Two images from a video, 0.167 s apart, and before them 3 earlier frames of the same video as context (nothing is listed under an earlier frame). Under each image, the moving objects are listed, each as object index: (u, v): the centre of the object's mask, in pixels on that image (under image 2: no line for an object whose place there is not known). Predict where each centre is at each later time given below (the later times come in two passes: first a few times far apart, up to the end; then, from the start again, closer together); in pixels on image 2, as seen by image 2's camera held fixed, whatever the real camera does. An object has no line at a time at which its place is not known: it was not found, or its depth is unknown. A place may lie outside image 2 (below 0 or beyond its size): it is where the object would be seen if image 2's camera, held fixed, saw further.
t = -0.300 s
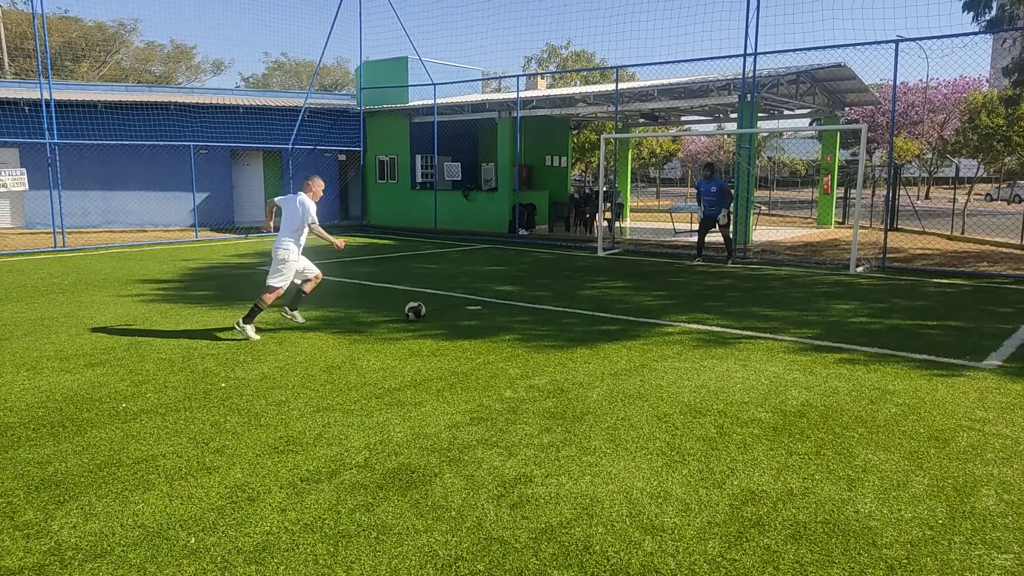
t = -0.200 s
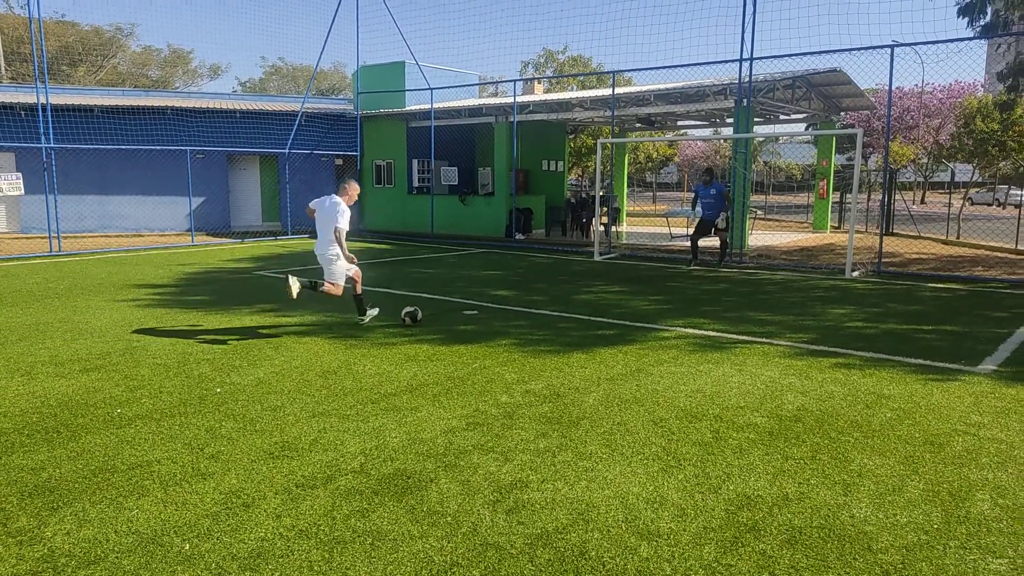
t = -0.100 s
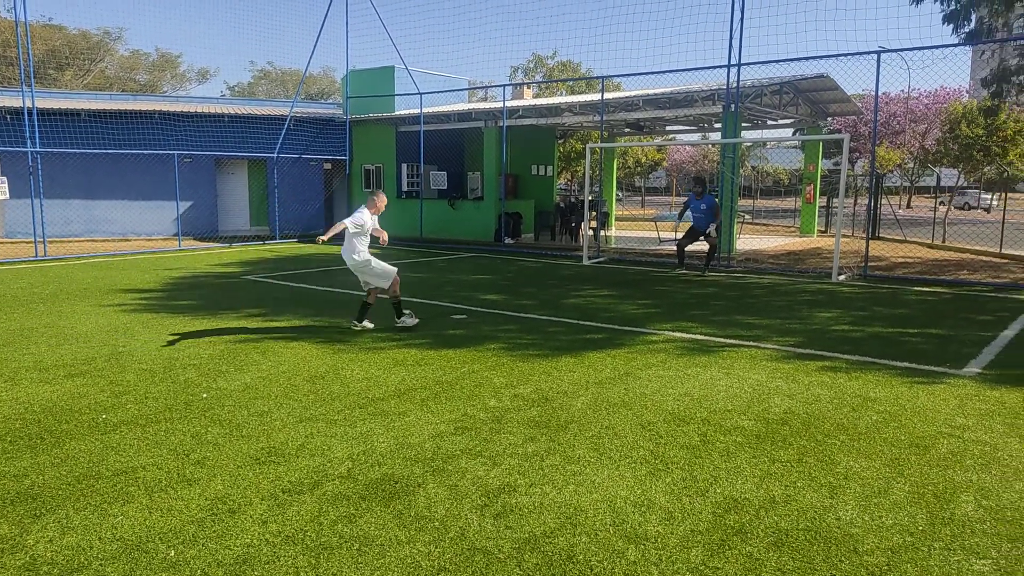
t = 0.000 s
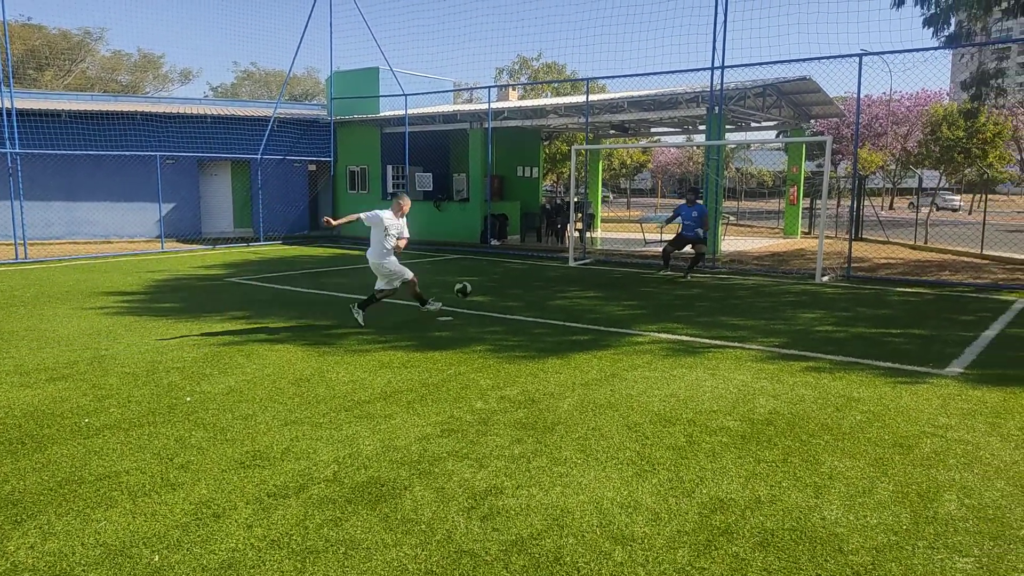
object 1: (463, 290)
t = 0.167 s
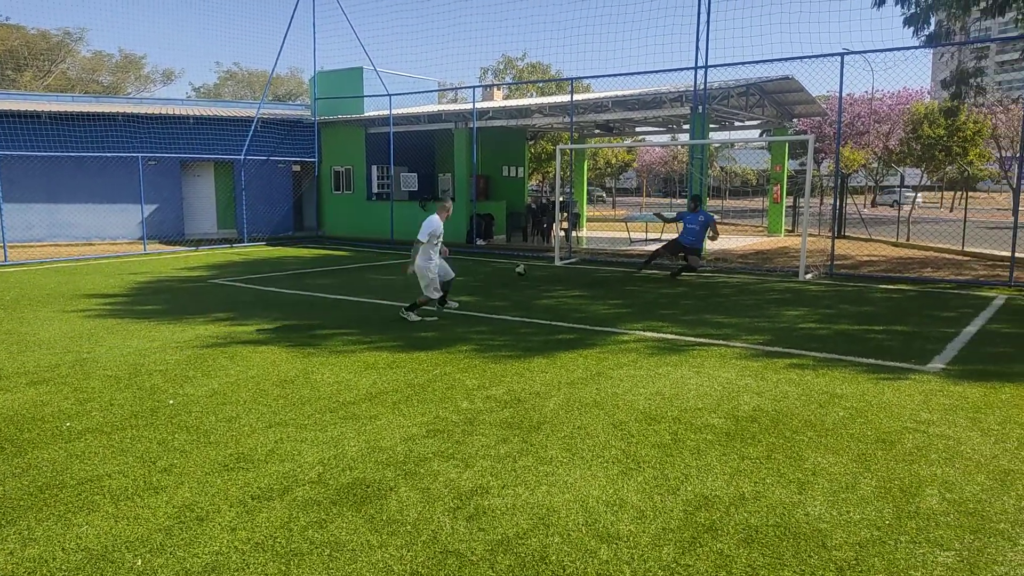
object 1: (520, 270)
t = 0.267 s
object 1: (546, 262)
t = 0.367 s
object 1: (569, 250)
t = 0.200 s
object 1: (530, 269)
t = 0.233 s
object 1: (539, 267)
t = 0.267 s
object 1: (546, 262)
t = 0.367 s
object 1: (569, 250)
